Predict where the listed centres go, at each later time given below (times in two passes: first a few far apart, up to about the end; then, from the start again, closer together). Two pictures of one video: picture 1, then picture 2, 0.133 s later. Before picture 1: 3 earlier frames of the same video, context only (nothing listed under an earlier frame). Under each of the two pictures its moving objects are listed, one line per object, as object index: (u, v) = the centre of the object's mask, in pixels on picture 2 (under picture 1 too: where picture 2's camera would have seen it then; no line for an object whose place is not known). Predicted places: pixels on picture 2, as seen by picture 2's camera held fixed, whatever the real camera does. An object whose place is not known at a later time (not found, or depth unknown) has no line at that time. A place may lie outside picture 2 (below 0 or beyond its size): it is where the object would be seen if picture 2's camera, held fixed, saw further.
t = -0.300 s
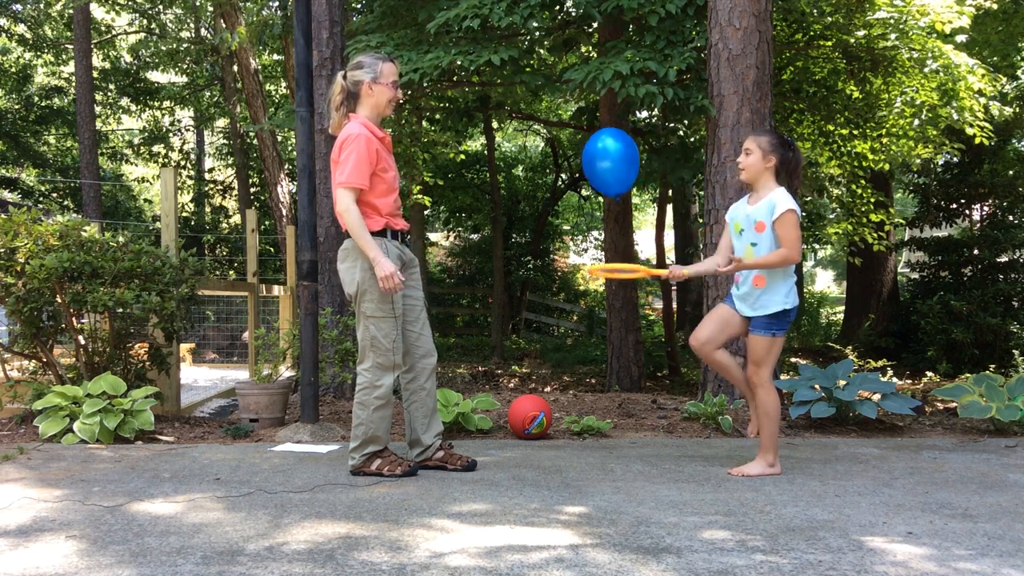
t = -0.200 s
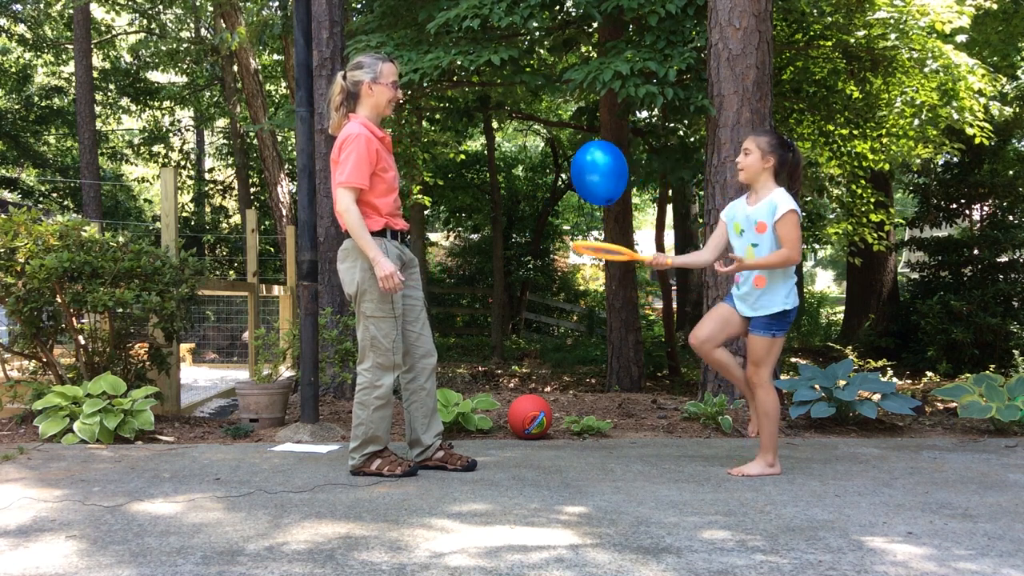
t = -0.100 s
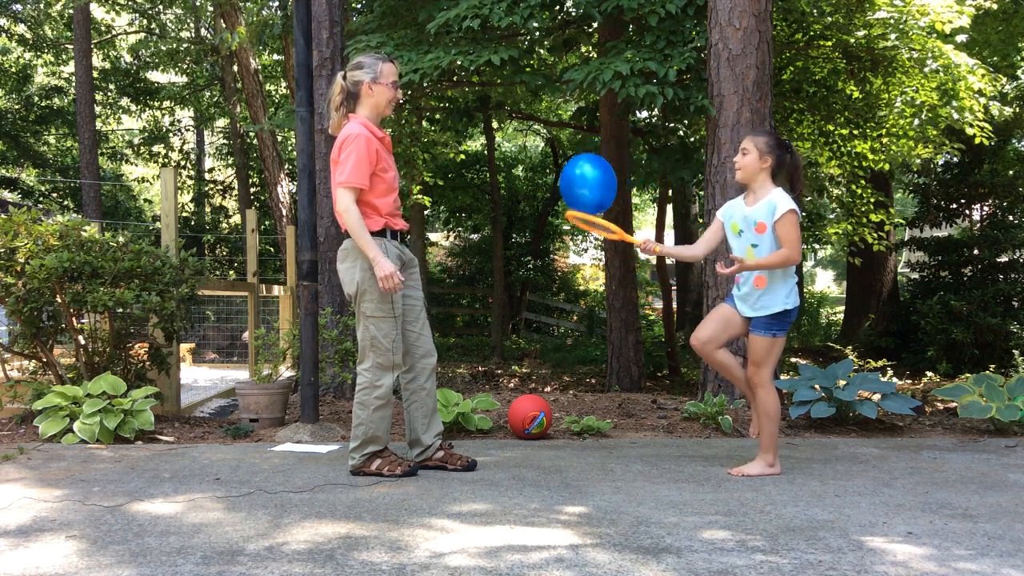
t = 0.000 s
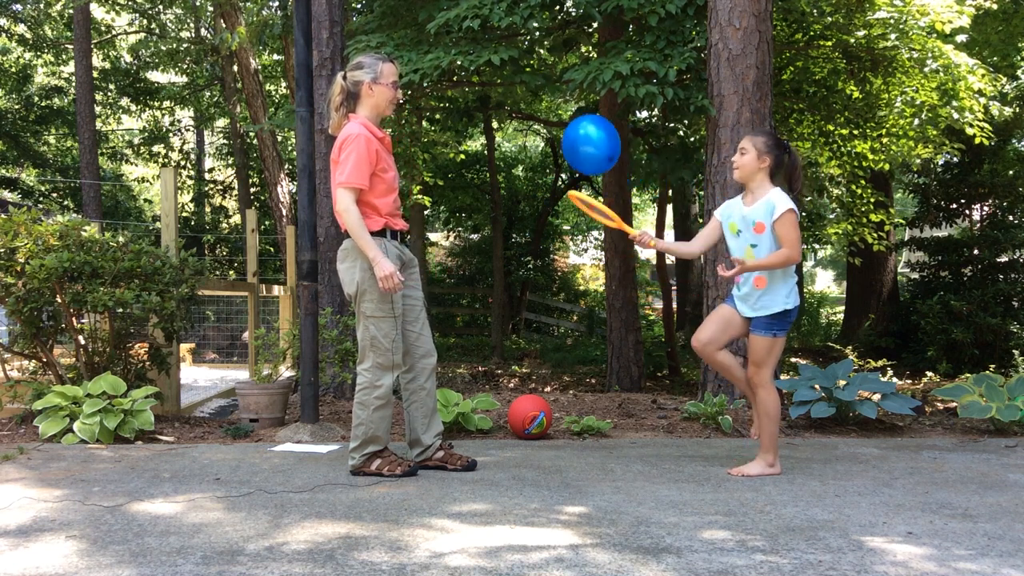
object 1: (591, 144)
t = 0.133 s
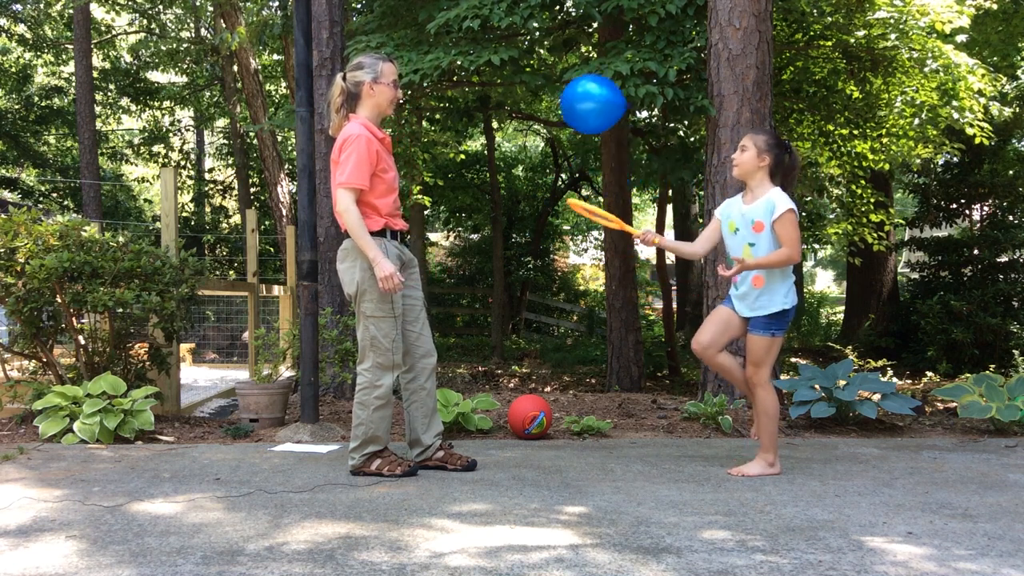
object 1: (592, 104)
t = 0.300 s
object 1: (590, 71)
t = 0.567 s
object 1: (582, 58)
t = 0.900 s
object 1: (561, 101)
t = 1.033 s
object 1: (548, 130)
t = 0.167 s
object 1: (592, 96)
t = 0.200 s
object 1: (592, 88)
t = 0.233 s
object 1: (591, 82)
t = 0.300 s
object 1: (590, 71)
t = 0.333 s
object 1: (589, 67)
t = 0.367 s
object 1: (588, 64)
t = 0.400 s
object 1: (587, 61)
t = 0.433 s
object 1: (586, 59)
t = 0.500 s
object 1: (584, 58)
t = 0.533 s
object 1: (583, 58)
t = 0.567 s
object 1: (582, 58)
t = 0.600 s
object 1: (581, 60)
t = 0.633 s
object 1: (579, 63)
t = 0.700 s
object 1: (576, 69)
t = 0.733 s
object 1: (574, 73)
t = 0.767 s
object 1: (572, 78)
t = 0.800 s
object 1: (569, 83)
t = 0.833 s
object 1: (566, 89)
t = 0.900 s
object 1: (561, 101)
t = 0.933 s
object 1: (558, 108)
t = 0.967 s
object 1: (555, 115)
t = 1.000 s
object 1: (552, 122)
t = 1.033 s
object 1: (548, 130)
